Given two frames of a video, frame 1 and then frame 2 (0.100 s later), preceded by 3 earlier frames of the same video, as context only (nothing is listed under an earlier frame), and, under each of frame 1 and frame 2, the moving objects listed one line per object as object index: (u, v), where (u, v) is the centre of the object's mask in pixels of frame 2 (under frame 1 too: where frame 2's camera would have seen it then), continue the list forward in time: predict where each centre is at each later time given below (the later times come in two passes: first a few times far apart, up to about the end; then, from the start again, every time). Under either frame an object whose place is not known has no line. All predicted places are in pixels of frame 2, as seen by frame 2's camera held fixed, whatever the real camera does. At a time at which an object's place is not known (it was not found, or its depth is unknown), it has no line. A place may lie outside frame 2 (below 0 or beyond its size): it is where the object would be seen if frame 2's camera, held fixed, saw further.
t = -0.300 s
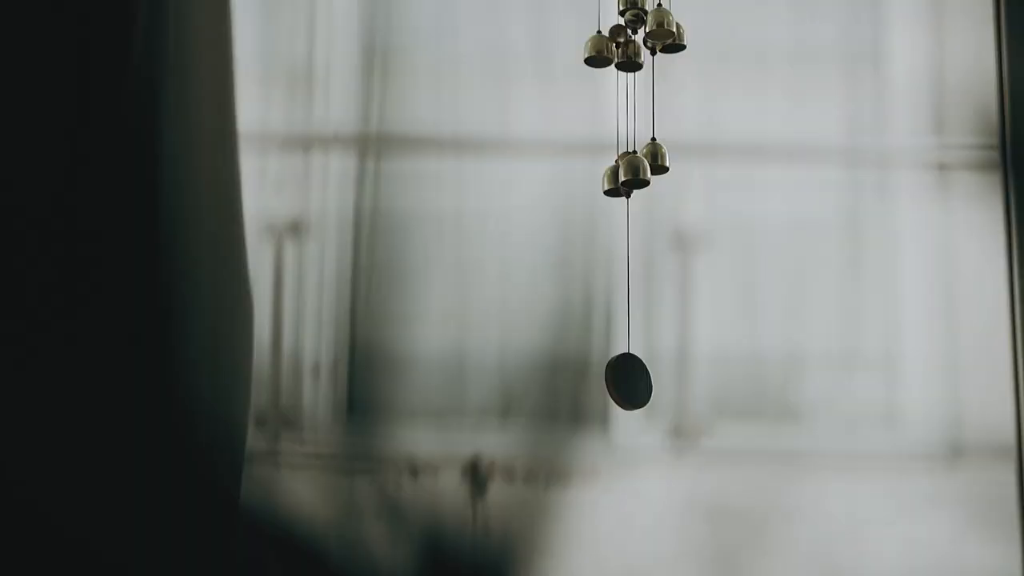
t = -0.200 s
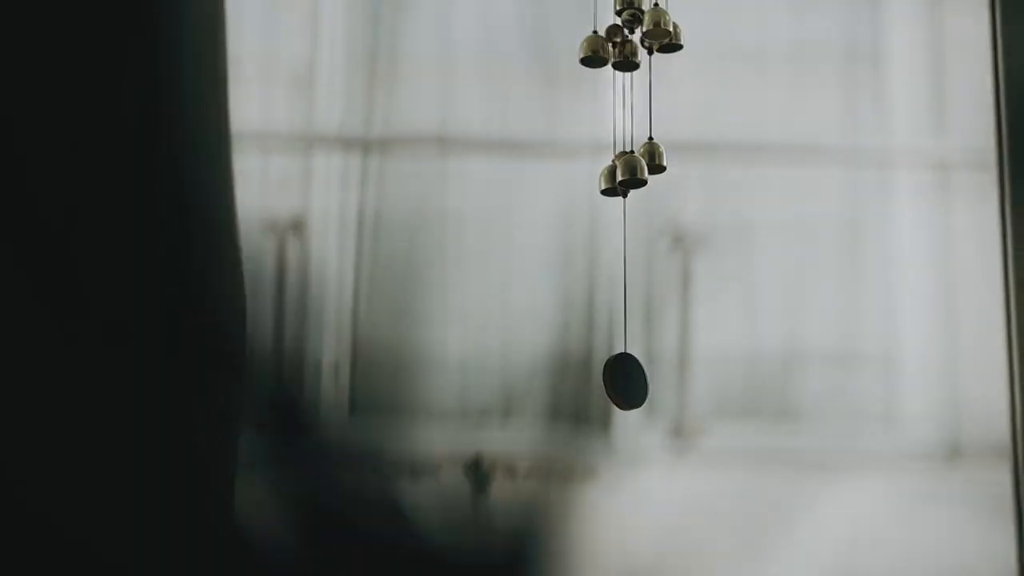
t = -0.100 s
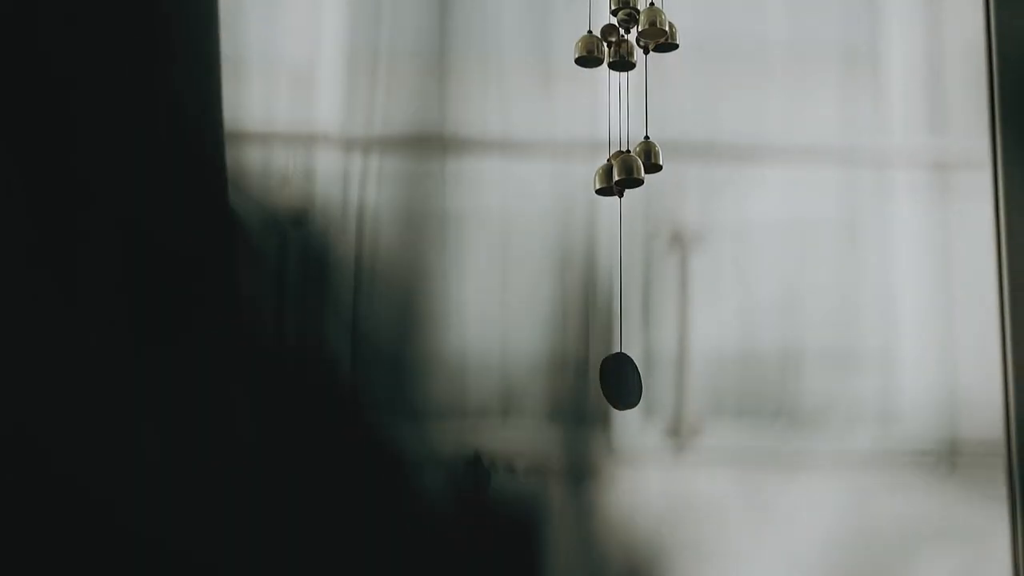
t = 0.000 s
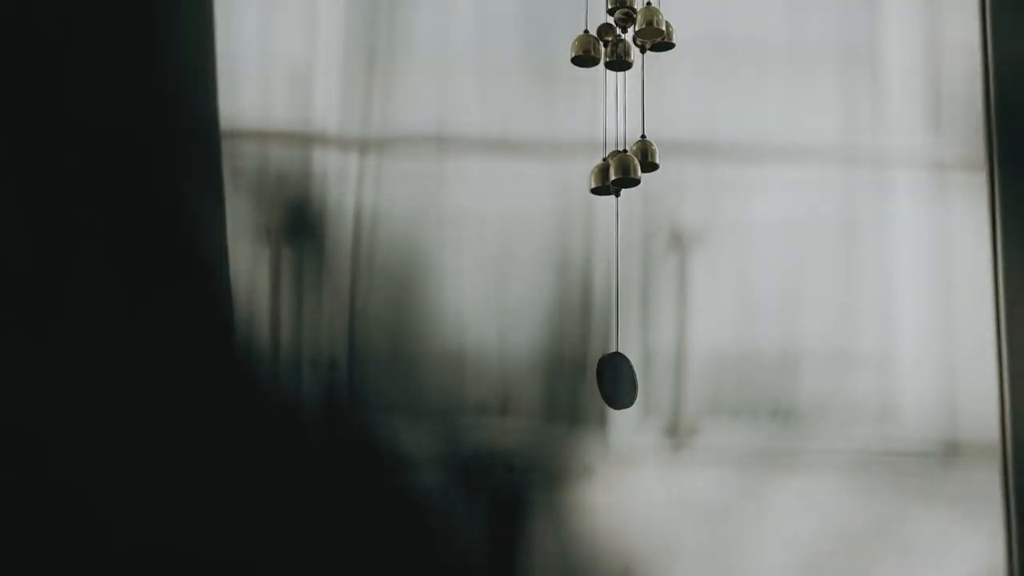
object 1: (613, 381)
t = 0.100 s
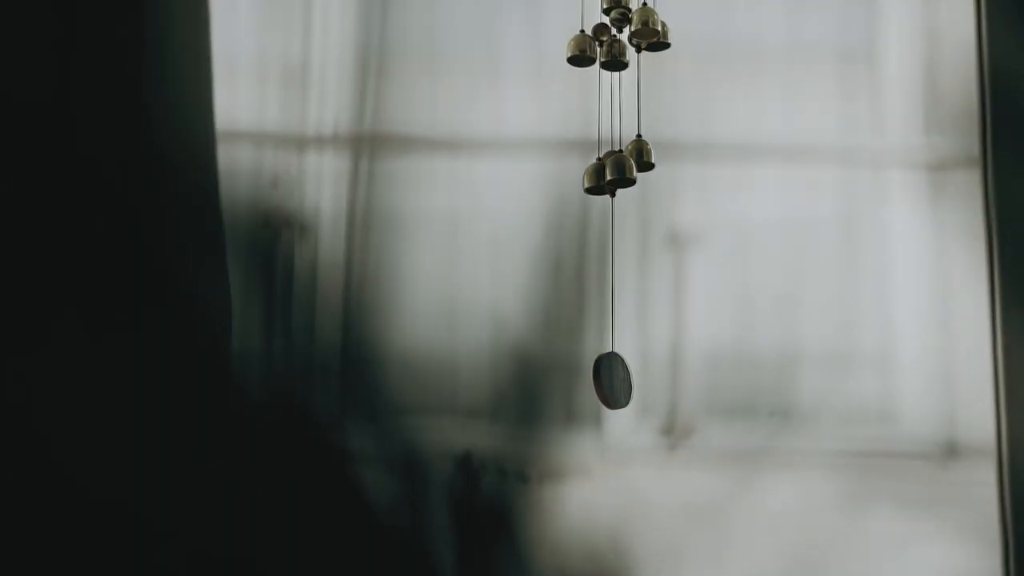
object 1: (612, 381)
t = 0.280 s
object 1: (611, 380)
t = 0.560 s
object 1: (604, 380)
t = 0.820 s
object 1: (600, 381)
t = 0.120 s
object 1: (613, 380)
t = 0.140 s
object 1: (612, 380)
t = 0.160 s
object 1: (612, 380)
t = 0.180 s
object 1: (612, 381)
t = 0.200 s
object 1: (612, 381)
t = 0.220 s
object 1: (611, 381)
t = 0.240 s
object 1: (611, 381)
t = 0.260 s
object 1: (611, 380)
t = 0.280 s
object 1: (611, 380)
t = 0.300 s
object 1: (610, 380)
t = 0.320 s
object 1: (610, 380)
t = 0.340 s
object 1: (609, 380)
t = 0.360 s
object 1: (608, 380)
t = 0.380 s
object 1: (608, 380)
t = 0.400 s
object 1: (608, 380)
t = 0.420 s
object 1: (607, 380)
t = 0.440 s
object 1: (607, 380)
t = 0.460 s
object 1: (607, 380)
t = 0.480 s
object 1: (606, 380)
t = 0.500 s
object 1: (606, 380)
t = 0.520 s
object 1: (605, 380)
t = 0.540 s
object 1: (605, 380)
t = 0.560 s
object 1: (604, 380)
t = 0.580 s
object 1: (604, 380)
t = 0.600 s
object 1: (604, 380)
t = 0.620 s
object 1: (604, 380)
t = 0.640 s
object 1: (603, 381)
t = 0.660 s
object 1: (603, 381)
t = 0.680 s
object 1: (602, 380)
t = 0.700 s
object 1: (602, 380)
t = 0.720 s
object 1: (602, 380)
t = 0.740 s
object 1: (602, 380)
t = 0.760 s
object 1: (601, 381)
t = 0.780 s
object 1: (601, 381)
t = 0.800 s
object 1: (600, 381)
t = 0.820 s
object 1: (600, 381)
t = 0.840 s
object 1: (600, 381)
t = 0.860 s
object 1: (600, 381)
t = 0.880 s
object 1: (600, 381)
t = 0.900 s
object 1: (600, 381)
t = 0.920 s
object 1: (600, 381)
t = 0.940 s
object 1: (599, 381)
